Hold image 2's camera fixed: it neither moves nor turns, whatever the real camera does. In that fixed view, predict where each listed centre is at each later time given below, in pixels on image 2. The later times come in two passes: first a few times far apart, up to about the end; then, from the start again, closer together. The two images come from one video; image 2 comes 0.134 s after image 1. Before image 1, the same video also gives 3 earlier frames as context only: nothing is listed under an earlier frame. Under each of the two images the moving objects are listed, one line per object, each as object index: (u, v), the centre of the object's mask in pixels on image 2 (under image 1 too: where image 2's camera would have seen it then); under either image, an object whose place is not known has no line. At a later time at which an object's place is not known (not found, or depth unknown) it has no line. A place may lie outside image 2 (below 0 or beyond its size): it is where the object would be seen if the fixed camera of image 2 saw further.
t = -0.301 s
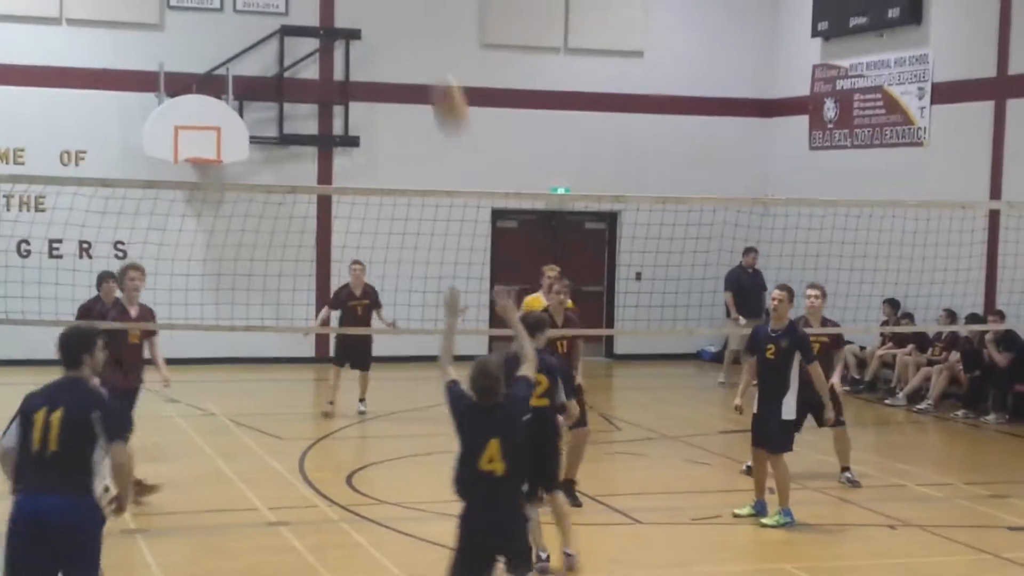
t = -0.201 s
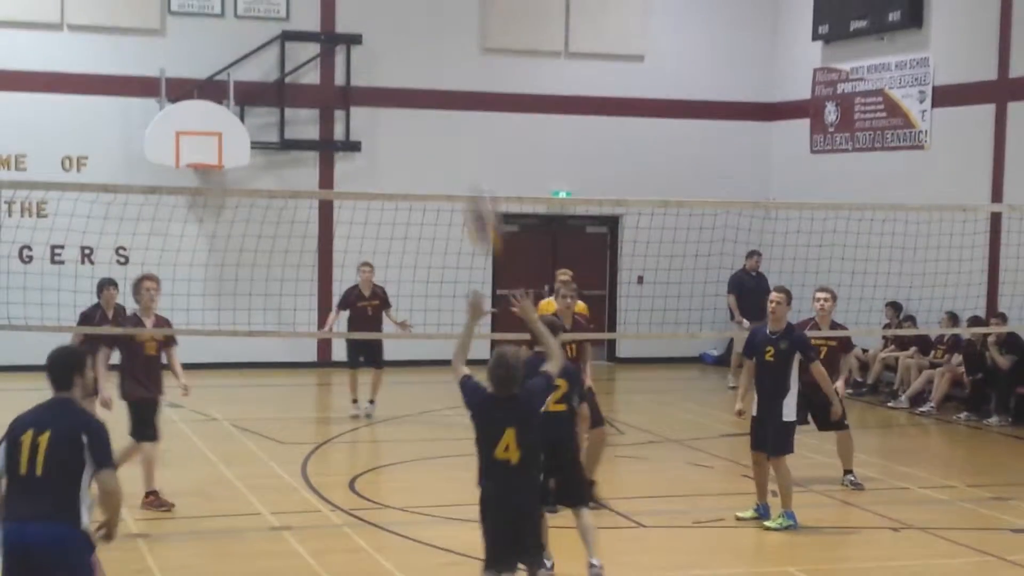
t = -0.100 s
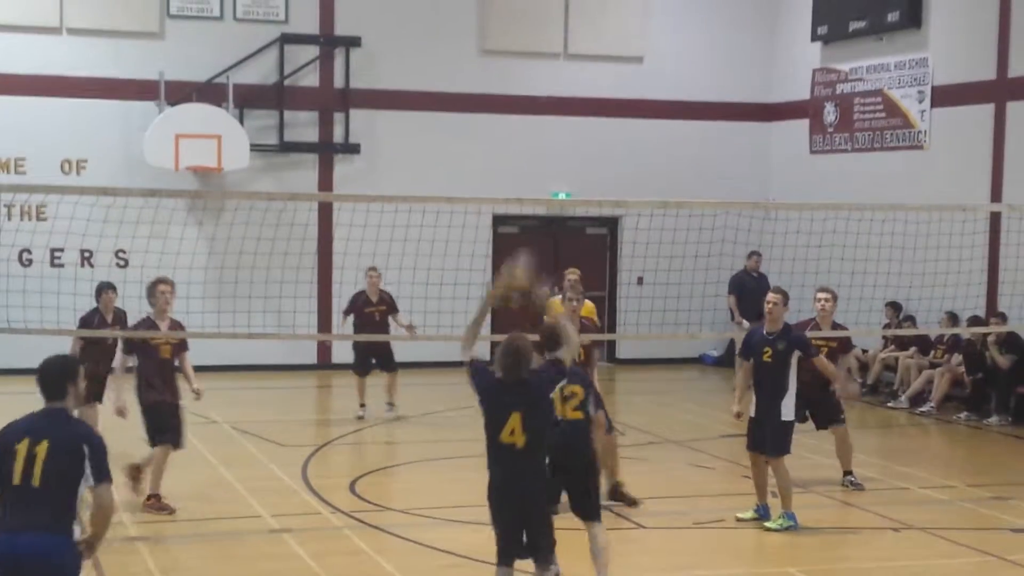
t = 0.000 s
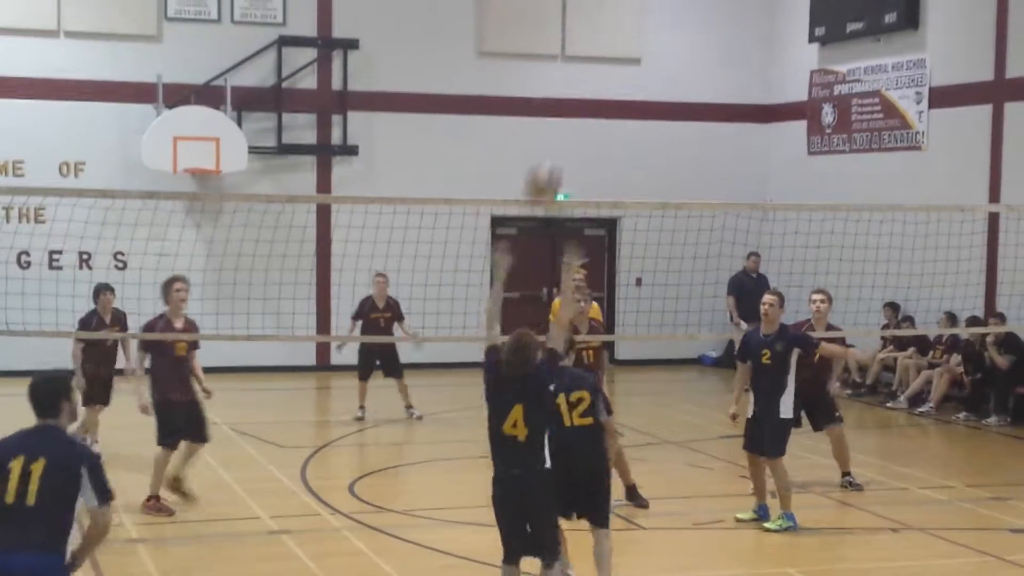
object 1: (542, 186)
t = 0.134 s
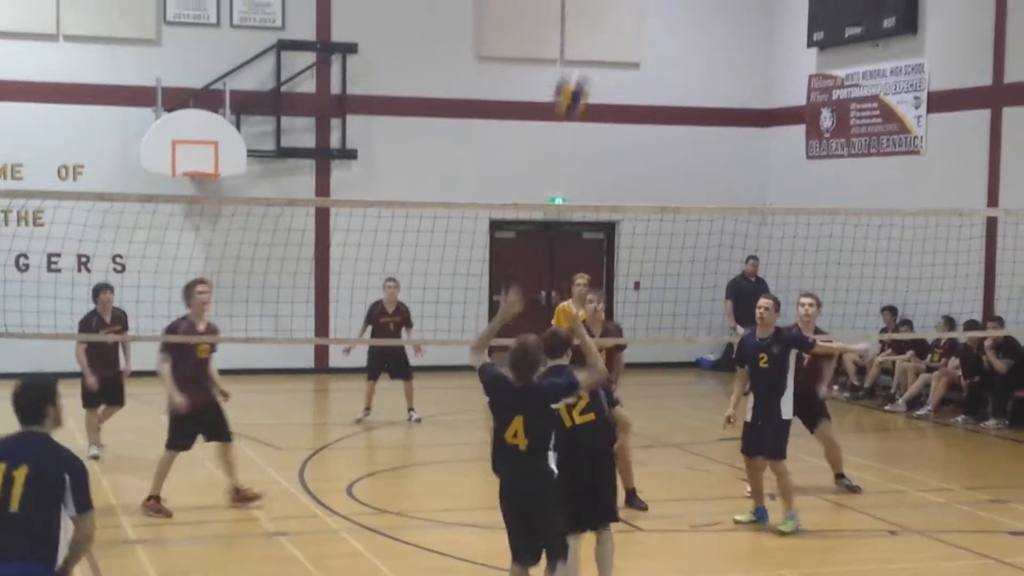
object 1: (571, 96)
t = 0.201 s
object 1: (583, 59)
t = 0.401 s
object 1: (620, 15)
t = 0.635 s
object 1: (656, 39)
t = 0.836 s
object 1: (679, 119)
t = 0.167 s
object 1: (578, 74)
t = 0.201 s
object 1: (583, 59)
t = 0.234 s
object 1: (590, 45)
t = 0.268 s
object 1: (596, 34)
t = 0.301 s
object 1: (602, 24)
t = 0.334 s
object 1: (608, 19)
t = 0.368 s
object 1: (613, 17)
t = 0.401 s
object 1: (620, 15)
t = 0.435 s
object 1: (624, 15)
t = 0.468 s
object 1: (634, 17)
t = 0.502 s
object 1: (639, 20)
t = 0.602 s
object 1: (652, 33)
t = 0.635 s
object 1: (656, 39)
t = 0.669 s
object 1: (660, 46)
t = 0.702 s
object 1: (664, 58)
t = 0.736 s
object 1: (668, 71)
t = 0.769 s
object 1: (671, 86)
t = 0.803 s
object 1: (677, 103)
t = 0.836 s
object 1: (679, 119)
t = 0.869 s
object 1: (682, 137)
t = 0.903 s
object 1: (685, 158)
